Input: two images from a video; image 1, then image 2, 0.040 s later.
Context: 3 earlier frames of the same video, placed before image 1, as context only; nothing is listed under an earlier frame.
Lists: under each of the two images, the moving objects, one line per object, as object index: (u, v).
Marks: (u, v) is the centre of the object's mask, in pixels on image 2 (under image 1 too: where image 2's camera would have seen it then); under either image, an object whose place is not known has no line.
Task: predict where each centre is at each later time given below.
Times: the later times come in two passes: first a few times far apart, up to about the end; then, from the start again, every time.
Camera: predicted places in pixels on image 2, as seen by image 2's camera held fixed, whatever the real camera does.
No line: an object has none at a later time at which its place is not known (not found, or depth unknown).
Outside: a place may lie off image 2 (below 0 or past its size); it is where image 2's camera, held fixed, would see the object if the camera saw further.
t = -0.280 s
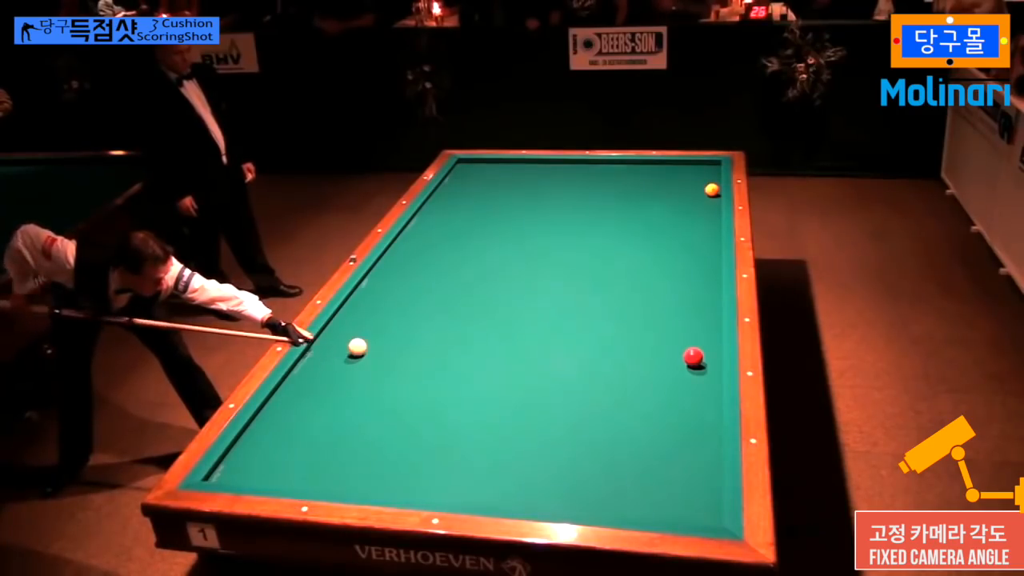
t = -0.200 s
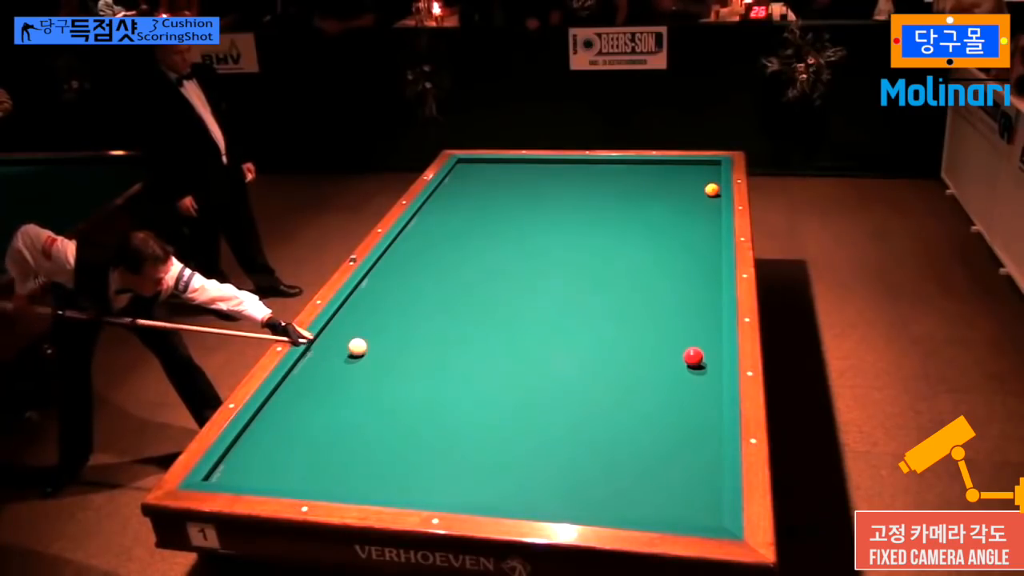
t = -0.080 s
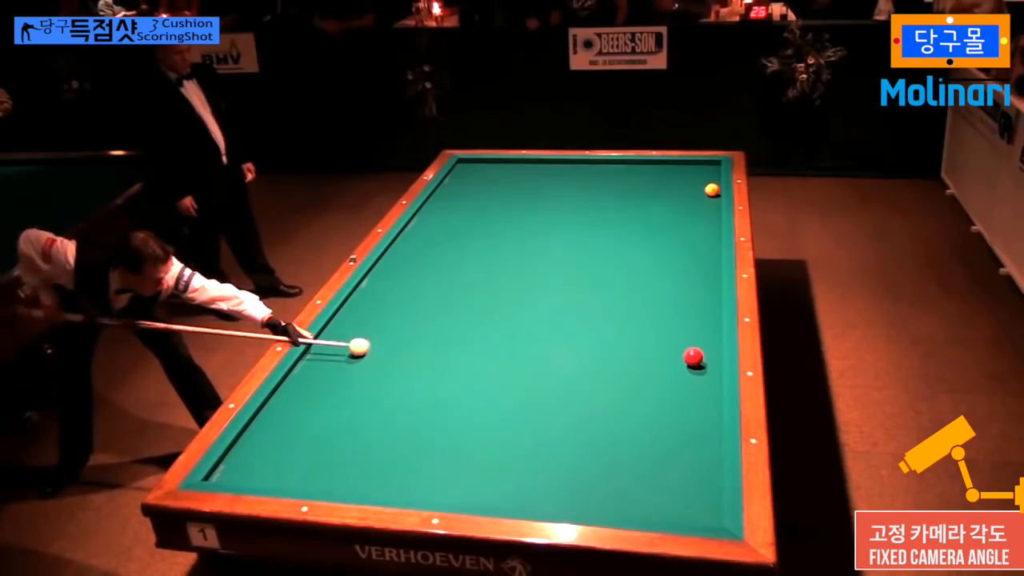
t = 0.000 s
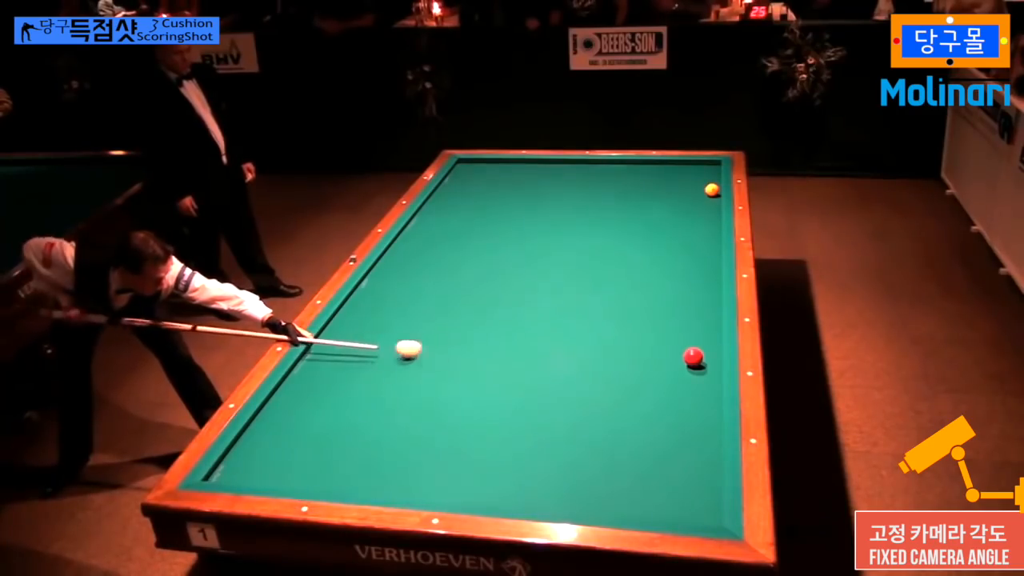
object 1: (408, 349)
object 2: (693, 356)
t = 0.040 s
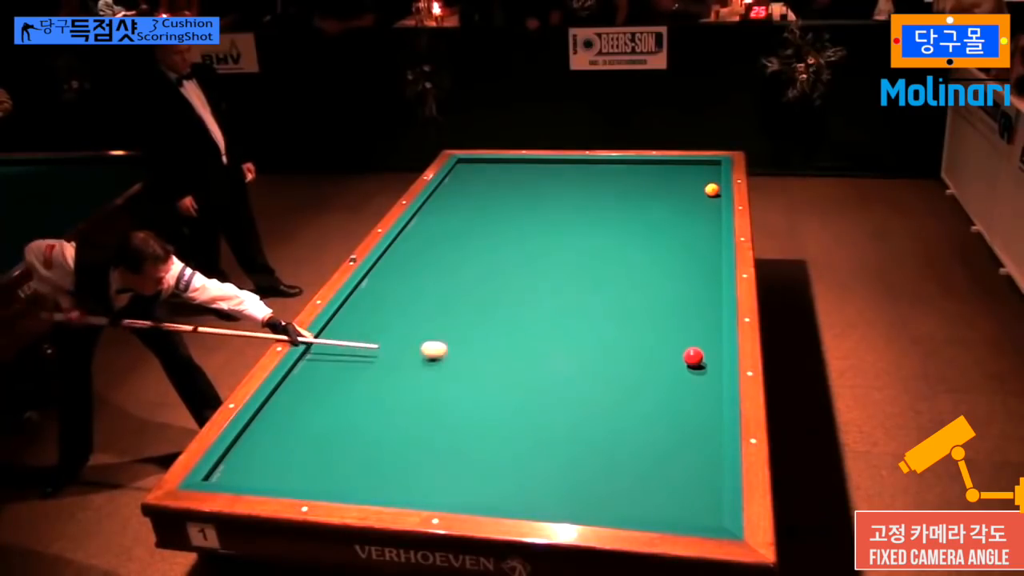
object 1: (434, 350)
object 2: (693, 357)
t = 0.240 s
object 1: (558, 357)
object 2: (693, 357)
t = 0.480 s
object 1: (698, 374)
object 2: (710, 349)
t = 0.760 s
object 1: (639, 421)
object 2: (668, 325)
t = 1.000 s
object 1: (578, 461)
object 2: (635, 310)
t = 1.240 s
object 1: (514, 498)
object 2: (605, 296)
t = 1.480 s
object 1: (465, 465)
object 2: (578, 283)
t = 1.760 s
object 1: (416, 433)
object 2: (549, 270)
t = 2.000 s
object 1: (378, 409)
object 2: (527, 259)
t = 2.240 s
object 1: (344, 386)
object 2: (506, 249)
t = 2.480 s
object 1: (313, 366)
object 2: (487, 240)
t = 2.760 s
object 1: (336, 347)
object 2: (467, 230)
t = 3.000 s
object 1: (370, 332)
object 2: (450, 222)
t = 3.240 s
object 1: (401, 319)
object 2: (435, 214)
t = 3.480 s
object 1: (430, 306)
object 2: (427, 208)
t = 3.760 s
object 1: (462, 292)
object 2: (441, 203)
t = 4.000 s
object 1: (487, 281)
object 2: (453, 200)
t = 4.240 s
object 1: (511, 271)
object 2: (463, 196)
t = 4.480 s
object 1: (533, 262)
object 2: (473, 193)
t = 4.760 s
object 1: (557, 252)
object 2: (484, 189)
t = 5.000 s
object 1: (577, 243)
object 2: (492, 187)
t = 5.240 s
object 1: (595, 235)
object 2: (500, 184)
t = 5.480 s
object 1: (613, 228)
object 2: (508, 181)
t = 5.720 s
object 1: (629, 221)
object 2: (515, 179)
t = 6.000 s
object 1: (647, 213)
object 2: (523, 177)
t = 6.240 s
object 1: (662, 207)
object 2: (529, 175)
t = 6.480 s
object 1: (676, 201)
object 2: (535, 173)
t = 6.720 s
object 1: (689, 196)
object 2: (541, 171)
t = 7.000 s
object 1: (699, 190)
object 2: (546, 170)
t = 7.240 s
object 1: (698, 186)
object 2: (551, 168)
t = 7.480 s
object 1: (697, 182)
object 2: (555, 167)
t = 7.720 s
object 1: (696, 179)
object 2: (558, 166)
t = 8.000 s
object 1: (695, 176)
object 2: (562, 165)
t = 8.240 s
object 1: (694, 173)
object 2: (564, 164)
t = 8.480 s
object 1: (693, 171)
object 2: (566, 163)
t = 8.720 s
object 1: (692, 168)
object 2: (569, 162)
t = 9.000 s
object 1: (692, 166)
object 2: (570, 161)
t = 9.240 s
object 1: (691, 164)
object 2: (571, 161)
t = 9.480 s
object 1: (690, 163)
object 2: (571, 161)
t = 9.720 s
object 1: (689, 162)
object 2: (571, 160)
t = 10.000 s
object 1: (688, 164)
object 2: (571, 160)
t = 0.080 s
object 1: (458, 351)
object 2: (693, 357)
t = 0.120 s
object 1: (483, 352)
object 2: (693, 357)
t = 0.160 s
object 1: (507, 354)
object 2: (693, 357)
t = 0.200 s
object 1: (533, 355)
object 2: (693, 357)
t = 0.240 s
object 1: (558, 357)
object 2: (693, 357)
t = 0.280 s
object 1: (583, 358)
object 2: (693, 357)
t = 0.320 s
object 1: (609, 359)
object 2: (693, 357)
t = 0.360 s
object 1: (636, 361)
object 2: (693, 357)
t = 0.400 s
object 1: (662, 362)
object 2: (693, 357)
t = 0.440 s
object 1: (684, 366)
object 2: (699, 354)
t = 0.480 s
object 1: (698, 374)
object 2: (710, 349)
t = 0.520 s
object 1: (712, 381)
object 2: (709, 345)
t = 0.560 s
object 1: (700, 388)
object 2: (700, 341)
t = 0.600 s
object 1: (687, 395)
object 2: (692, 337)
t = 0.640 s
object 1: (674, 401)
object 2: (685, 334)
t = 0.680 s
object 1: (661, 408)
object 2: (679, 331)
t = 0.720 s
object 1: (650, 414)
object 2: (673, 329)
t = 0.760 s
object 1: (639, 421)
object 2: (668, 325)
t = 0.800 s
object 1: (628, 427)
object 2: (662, 323)
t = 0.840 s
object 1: (618, 434)
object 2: (656, 320)
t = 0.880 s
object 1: (608, 440)
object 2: (651, 318)
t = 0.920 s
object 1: (598, 447)
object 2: (645, 315)
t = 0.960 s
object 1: (589, 454)
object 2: (640, 313)
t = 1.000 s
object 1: (578, 461)
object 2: (635, 310)
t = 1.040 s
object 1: (568, 468)
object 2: (630, 308)
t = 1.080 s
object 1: (557, 475)
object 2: (625, 305)
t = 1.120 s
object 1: (547, 482)
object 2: (620, 303)
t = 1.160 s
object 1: (536, 490)
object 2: (615, 301)
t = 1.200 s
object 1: (525, 496)
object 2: (610, 298)
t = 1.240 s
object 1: (514, 498)
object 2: (605, 296)
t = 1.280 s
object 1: (505, 493)
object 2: (601, 294)
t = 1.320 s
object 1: (497, 487)
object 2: (596, 292)
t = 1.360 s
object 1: (489, 481)
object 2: (591, 289)
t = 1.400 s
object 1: (481, 475)
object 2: (587, 288)
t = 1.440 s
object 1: (473, 470)
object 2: (582, 285)
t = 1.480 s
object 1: (465, 465)
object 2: (578, 283)
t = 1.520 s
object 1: (458, 460)
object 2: (574, 281)
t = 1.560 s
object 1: (451, 455)
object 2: (570, 279)
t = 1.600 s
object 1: (443, 451)
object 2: (565, 277)
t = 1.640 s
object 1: (436, 446)
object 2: (561, 275)
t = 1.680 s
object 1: (429, 442)
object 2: (557, 273)
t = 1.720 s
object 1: (422, 437)
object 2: (553, 271)
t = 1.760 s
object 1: (416, 433)
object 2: (549, 270)
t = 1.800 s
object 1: (409, 429)
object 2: (546, 268)
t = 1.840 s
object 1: (402, 424)
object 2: (542, 266)
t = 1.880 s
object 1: (396, 421)
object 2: (538, 264)
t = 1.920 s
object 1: (390, 416)
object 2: (534, 263)
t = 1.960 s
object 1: (384, 412)
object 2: (530, 261)
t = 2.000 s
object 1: (378, 409)
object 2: (527, 259)
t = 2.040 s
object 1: (372, 405)
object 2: (523, 257)
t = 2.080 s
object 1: (366, 401)
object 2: (520, 255)
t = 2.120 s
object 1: (360, 397)
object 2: (516, 254)
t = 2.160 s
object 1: (354, 393)
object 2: (513, 252)
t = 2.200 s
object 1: (349, 390)
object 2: (510, 251)
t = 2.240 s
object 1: (344, 386)
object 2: (506, 249)
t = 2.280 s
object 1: (338, 383)
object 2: (503, 247)
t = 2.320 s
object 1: (333, 379)
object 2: (500, 246)
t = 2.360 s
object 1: (328, 376)
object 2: (496, 244)
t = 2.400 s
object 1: (323, 373)
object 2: (493, 243)
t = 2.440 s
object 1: (318, 370)
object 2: (490, 241)
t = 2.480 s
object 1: (313, 366)
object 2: (487, 240)
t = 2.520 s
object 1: (309, 363)
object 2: (484, 238)
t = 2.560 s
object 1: (305, 360)
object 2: (481, 237)
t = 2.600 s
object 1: (311, 357)
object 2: (478, 236)
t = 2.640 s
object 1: (318, 355)
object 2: (475, 234)
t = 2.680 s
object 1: (325, 352)
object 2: (472, 233)
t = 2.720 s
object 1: (330, 350)
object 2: (469, 231)
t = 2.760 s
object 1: (336, 347)
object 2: (467, 230)
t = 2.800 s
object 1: (342, 344)
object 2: (464, 229)
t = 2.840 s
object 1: (347, 342)
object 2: (461, 227)
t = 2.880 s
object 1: (353, 339)
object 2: (458, 226)
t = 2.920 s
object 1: (359, 337)
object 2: (456, 224)
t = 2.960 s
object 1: (364, 335)
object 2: (453, 223)
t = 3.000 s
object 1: (370, 332)
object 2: (450, 222)
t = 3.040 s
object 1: (375, 330)
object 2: (448, 220)
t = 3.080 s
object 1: (380, 328)
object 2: (445, 219)
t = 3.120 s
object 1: (386, 325)
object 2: (443, 218)
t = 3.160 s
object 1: (391, 323)
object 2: (440, 217)
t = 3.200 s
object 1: (396, 321)
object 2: (438, 215)
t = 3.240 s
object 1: (401, 319)
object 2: (435, 214)
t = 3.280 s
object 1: (406, 316)
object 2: (433, 213)
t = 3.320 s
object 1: (411, 314)
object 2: (431, 212)
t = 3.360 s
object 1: (416, 312)
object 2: (429, 211)
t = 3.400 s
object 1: (421, 310)
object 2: (426, 210)
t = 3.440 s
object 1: (426, 308)
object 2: (425, 209)
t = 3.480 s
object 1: (430, 306)
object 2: (427, 208)
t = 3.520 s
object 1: (435, 304)
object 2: (429, 207)
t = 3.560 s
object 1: (440, 302)
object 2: (431, 207)
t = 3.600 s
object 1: (444, 300)
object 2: (433, 206)
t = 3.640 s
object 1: (449, 298)
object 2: (435, 205)
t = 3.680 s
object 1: (453, 296)
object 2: (438, 205)
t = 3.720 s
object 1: (458, 294)
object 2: (439, 204)
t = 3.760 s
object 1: (462, 292)
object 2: (441, 203)
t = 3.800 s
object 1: (466, 290)
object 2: (443, 203)
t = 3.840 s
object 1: (470, 289)
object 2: (445, 202)
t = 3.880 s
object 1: (475, 287)
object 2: (447, 201)
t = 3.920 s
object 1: (479, 285)
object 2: (449, 201)
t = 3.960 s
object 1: (483, 283)
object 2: (451, 200)
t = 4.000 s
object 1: (487, 281)
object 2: (453, 200)
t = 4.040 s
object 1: (491, 280)
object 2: (454, 199)
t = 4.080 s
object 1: (495, 278)
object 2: (456, 199)
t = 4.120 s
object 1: (499, 276)
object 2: (458, 198)
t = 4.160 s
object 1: (503, 275)
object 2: (459, 197)
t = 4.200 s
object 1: (507, 273)
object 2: (461, 197)
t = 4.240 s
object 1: (511, 271)
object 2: (463, 196)
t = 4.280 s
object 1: (514, 270)
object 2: (464, 196)
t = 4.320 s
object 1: (518, 268)
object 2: (466, 195)
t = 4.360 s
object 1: (522, 267)
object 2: (468, 194)
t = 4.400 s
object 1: (526, 265)
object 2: (469, 194)
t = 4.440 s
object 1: (529, 264)
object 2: (471, 193)
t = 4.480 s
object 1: (533, 262)
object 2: (473, 193)
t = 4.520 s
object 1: (537, 260)
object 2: (474, 192)
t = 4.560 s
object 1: (540, 259)
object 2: (476, 192)
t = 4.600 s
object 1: (543, 258)
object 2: (477, 191)
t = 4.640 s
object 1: (547, 256)
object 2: (479, 191)
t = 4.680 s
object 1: (550, 255)
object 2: (481, 190)
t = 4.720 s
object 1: (554, 253)
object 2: (482, 190)
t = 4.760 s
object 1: (557, 252)
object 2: (484, 189)
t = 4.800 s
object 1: (560, 250)
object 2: (485, 189)
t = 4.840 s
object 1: (564, 249)
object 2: (487, 188)
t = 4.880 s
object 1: (567, 247)
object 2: (488, 188)
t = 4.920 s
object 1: (570, 246)
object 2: (490, 187)
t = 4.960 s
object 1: (573, 244)
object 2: (491, 187)
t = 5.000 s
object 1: (577, 243)
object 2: (492, 187)
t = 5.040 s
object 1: (580, 242)
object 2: (494, 186)
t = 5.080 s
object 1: (583, 241)
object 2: (495, 186)
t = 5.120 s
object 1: (586, 239)
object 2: (496, 185)
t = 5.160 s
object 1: (589, 238)
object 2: (498, 185)
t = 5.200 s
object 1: (592, 237)
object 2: (499, 184)
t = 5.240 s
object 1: (595, 235)
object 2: (500, 184)
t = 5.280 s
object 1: (598, 234)
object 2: (502, 184)
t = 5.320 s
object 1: (601, 233)
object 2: (503, 183)
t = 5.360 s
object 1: (604, 232)
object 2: (505, 183)
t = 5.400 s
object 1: (607, 230)
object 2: (506, 182)
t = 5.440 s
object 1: (610, 229)
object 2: (507, 182)
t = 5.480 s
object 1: (613, 228)
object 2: (508, 181)
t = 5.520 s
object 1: (616, 227)
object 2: (509, 181)
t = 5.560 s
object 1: (618, 226)
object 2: (510, 181)
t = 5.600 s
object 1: (621, 224)
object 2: (512, 180)
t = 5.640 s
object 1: (624, 223)
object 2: (513, 180)
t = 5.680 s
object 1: (627, 222)
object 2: (514, 179)
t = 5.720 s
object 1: (629, 221)
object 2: (515, 179)
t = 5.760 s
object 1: (632, 220)
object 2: (517, 179)
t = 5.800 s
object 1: (635, 219)
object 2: (518, 178)
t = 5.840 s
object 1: (637, 218)
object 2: (519, 178)
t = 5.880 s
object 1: (640, 216)
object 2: (520, 177)
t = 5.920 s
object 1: (642, 215)
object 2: (521, 177)
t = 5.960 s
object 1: (645, 214)
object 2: (522, 177)
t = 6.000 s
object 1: (647, 213)
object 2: (523, 177)
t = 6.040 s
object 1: (650, 212)
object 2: (524, 176)
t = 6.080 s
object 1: (652, 211)
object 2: (525, 176)
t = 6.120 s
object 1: (655, 210)
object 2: (526, 175)
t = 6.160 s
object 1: (657, 209)
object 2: (527, 175)
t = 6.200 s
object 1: (660, 208)
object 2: (529, 175)
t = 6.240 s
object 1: (662, 207)
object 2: (529, 175)
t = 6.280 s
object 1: (664, 206)
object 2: (531, 174)
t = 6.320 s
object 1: (667, 205)
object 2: (531, 174)
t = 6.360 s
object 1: (669, 204)
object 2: (532, 174)
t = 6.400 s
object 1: (671, 203)
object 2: (533, 173)
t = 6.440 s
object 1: (674, 202)
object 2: (534, 173)
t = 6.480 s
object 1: (676, 201)
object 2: (535, 173)
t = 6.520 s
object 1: (678, 200)
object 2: (536, 173)
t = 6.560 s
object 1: (680, 199)
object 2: (537, 172)
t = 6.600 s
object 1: (682, 198)
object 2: (538, 172)
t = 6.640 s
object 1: (684, 197)
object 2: (539, 172)
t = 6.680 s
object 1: (687, 197)
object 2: (540, 171)
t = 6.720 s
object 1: (689, 196)
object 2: (541, 171)
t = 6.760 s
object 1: (691, 195)
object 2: (542, 171)
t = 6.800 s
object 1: (693, 194)
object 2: (542, 171)
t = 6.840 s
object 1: (695, 193)
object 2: (543, 170)
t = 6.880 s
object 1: (697, 192)
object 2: (544, 170)
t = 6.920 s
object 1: (698, 191)
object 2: (545, 170)
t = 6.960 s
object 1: (698, 190)
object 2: (546, 170)
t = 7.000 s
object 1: (699, 190)
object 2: (546, 170)
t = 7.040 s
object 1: (699, 189)
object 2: (547, 169)
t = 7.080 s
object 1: (699, 189)
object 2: (548, 169)
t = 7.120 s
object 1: (699, 188)
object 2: (549, 169)
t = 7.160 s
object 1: (699, 187)
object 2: (549, 168)
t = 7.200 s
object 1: (698, 186)
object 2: (550, 168)
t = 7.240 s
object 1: (698, 186)
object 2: (551, 168)
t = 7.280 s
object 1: (698, 186)
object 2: (551, 168)
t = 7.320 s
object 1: (698, 185)
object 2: (552, 167)
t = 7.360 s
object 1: (698, 184)
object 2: (553, 167)
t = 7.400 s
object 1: (697, 184)
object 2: (554, 167)
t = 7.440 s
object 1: (697, 183)
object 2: (554, 167)
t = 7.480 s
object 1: (697, 182)
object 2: (555, 167)
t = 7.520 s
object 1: (697, 182)
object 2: (555, 166)
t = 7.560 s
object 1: (697, 181)
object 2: (556, 166)
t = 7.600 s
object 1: (696, 181)
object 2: (556, 166)
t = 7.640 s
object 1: (696, 180)
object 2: (557, 166)
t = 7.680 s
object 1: (696, 180)
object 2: (558, 166)
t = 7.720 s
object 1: (696, 179)
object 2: (558, 166)
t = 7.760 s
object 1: (696, 179)
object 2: (559, 166)
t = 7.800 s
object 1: (696, 178)
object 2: (559, 165)
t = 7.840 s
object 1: (696, 178)
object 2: (560, 165)
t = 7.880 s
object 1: (696, 177)
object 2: (560, 165)
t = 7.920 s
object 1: (695, 177)
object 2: (561, 165)
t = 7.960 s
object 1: (695, 177)
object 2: (561, 165)
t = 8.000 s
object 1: (695, 176)
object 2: (562, 165)
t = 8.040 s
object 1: (695, 176)
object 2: (562, 164)
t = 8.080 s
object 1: (695, 175)
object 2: (562, 164)
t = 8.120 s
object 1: (695, 175)
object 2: (563, 164)
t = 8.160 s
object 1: (694, 174)
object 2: (563, 164)
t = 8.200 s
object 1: (694, 174)
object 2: (564, 164)
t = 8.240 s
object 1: (694, 173)
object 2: (564, 164)
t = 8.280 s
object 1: (694, 173)
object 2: (565, 164)
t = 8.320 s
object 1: (694, 173)
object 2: (565, 163)
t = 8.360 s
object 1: (694, 172)
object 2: (565, 163)
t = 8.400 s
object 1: (693, 172)
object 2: (566, 163)
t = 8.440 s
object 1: (693, 171)
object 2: (566, 163)
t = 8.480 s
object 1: (693, 171)
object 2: (566, 163)
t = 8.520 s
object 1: (693, 171)
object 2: (567, 163)
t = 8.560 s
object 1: (693, 170)
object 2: (567, 162)
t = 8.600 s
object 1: (693, 170)
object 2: (567, 162)
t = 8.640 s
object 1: (693, 169)
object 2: (568, 162)
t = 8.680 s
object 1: (693, 169)
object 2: (568, 162)
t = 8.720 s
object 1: (692, 168)
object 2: (569, 162)
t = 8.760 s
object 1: (692, 168)
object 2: (569, 162)
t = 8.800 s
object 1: (692, 168)
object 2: (569, 162)
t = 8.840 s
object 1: (692, 167)
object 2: (569, 162)
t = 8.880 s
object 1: (692, 167)
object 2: (570, 162)
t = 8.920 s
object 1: (692, 167)
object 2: (570, 162)
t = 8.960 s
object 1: (692, 167)
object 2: (570, 161)
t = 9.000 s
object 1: (692, 166)
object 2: (570, 161)
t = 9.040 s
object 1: (691, 166)
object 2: (570, 161)
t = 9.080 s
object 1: (691, 166)
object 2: (571, 161)
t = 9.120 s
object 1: (691, 165)
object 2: (571, 161)
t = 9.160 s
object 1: (691, 165)
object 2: (571, 161)
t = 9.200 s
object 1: (691, 165)
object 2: (571, 161)
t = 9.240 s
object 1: (691, 164)
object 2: (571, 161)
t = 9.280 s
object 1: (691, 164)
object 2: (571, 161)
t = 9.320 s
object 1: (691, 164)
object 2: (571, 161)
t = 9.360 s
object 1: (690, 163)
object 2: (571, 161)
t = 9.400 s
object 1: (690, 163)
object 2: (571, 161)
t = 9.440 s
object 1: (690, 163)
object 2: (571, 161)
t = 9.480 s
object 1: (690, 163)
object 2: (571, 161)
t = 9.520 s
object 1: (690, 162)
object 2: (571, 161)
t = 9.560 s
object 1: (690, 162)
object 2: (572, 161)
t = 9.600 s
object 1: (690, 162)
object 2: (571, 161)
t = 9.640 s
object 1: (690, 162)
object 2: (571, 161)
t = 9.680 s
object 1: (689, 162)
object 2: (571, 161)
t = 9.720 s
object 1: (689, 162)
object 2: (571, 160)
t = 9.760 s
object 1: (689, 163)
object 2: (571, 160)
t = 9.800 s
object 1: (689, 163)
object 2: (571, 161)
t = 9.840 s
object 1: (689, 163)
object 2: (571, 160)
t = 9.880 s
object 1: (689, 163)
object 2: (571, 160)
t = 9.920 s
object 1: (689, 163)
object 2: (572, 160)
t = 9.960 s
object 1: (689, 163)
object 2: (571, 160)
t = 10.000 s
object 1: (688, 164)
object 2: (571, 160)
